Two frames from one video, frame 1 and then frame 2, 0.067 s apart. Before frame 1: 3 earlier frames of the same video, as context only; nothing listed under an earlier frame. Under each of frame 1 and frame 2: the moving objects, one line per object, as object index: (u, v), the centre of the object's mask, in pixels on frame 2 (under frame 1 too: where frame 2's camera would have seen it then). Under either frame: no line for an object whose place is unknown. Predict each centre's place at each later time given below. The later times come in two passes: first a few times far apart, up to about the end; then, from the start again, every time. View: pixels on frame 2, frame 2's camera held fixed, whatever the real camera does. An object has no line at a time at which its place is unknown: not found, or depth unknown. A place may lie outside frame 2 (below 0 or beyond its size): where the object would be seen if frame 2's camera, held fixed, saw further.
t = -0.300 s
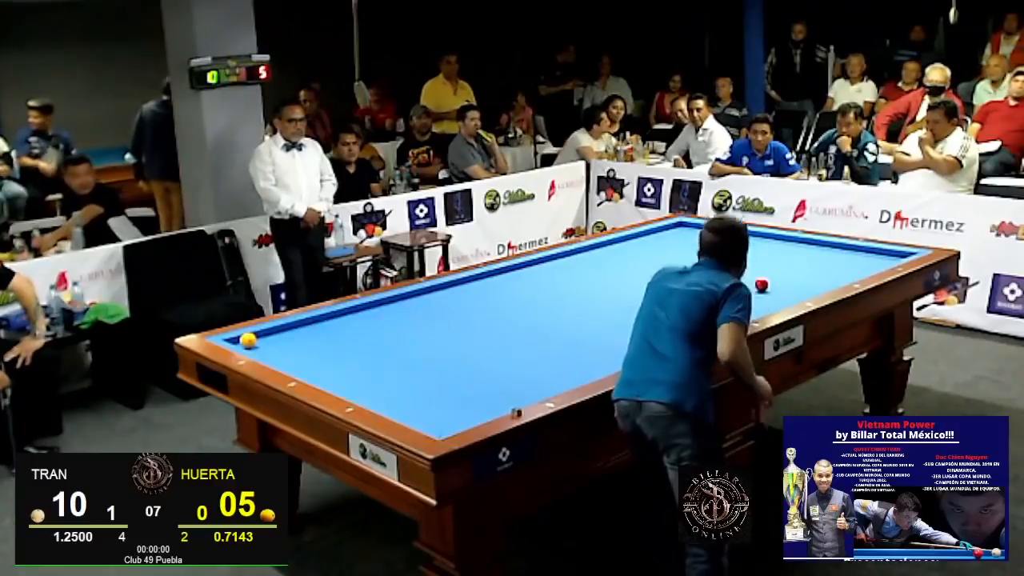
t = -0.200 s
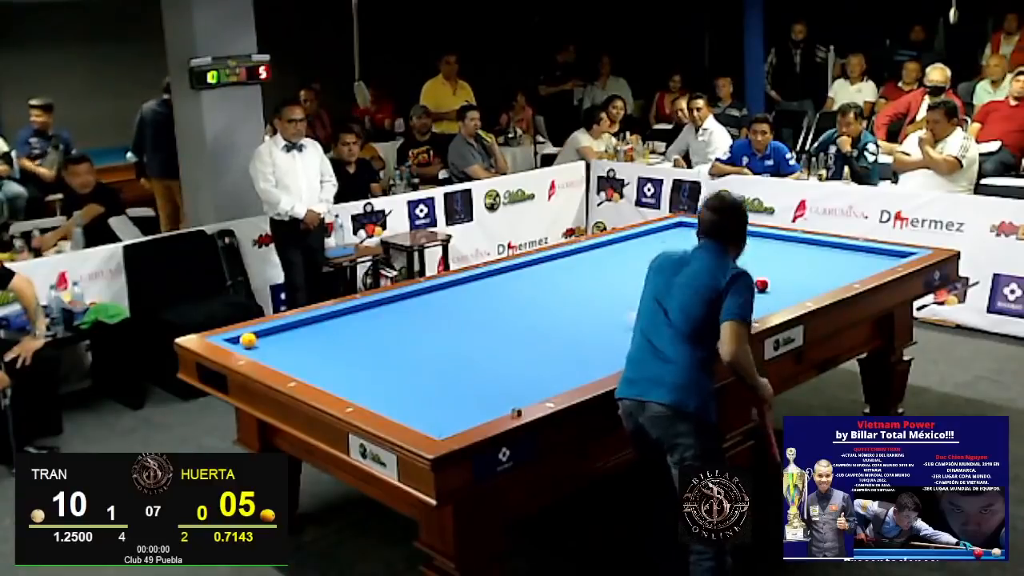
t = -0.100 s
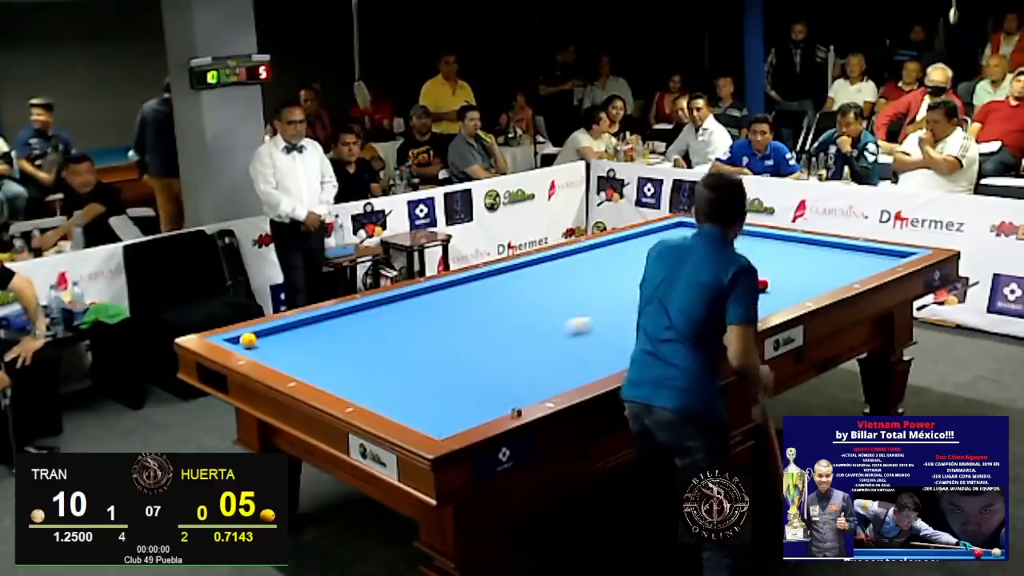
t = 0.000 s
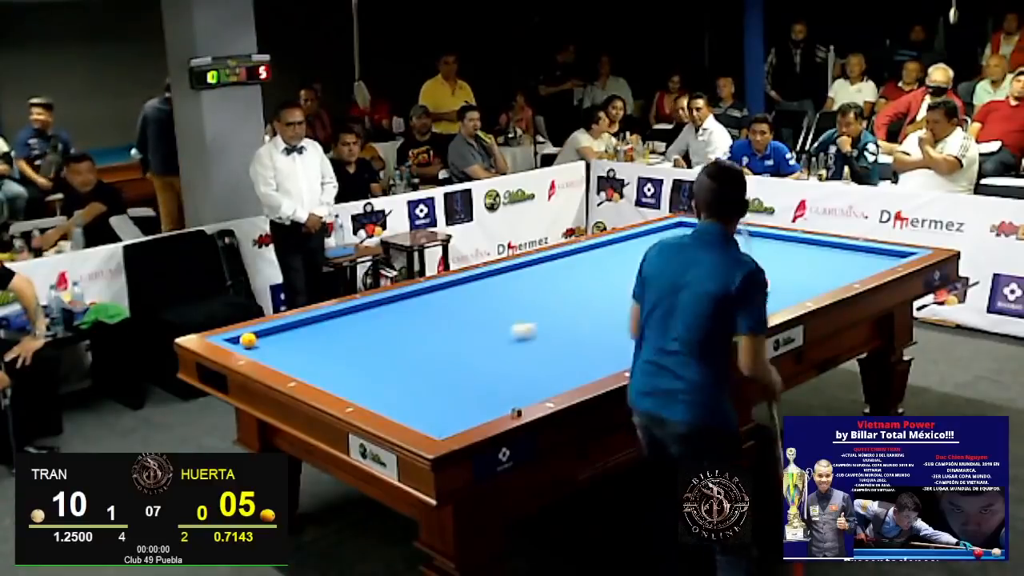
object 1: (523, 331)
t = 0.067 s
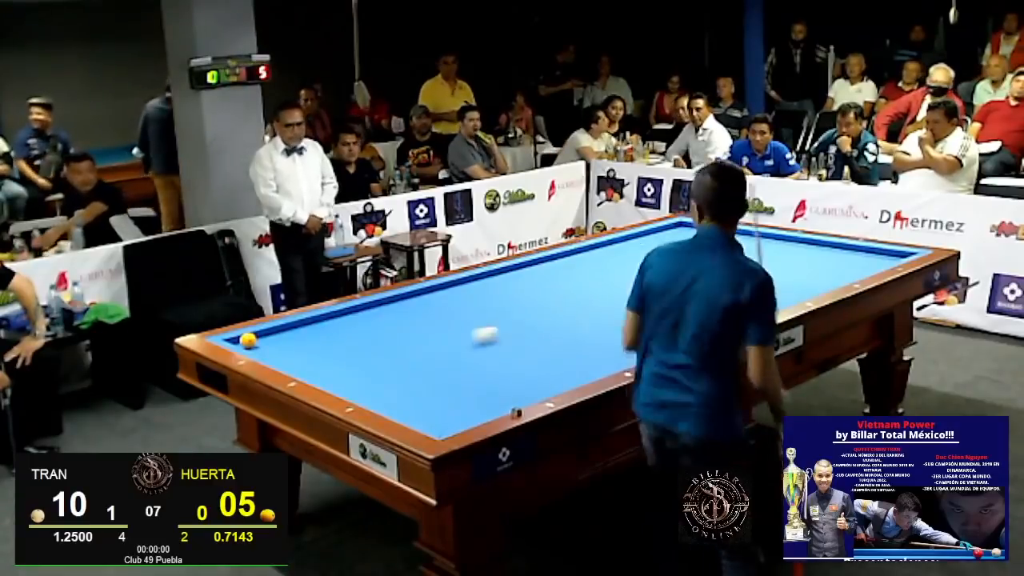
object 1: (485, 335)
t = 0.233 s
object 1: (388, 345)
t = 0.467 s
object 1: (277, 351)
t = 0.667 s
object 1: (302, 322)
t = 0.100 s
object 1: (466, 337)
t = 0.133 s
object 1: (445, 339)
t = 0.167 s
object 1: (427, 341)
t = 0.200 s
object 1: (407, 343)
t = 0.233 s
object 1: (388, 345)
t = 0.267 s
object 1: (368, 348)
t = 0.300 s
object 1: (349, 350)
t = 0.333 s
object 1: (328, 352)
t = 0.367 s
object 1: (308, 354)
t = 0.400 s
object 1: (289, 355)
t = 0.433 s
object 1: (273, 354)
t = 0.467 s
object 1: (277, 351)
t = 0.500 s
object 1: (283, 345)
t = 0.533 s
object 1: (288, 341)
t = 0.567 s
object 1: (292, 336)
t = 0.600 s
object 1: (296, 331)
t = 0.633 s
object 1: (298, 327)
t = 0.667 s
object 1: (302, 322)
